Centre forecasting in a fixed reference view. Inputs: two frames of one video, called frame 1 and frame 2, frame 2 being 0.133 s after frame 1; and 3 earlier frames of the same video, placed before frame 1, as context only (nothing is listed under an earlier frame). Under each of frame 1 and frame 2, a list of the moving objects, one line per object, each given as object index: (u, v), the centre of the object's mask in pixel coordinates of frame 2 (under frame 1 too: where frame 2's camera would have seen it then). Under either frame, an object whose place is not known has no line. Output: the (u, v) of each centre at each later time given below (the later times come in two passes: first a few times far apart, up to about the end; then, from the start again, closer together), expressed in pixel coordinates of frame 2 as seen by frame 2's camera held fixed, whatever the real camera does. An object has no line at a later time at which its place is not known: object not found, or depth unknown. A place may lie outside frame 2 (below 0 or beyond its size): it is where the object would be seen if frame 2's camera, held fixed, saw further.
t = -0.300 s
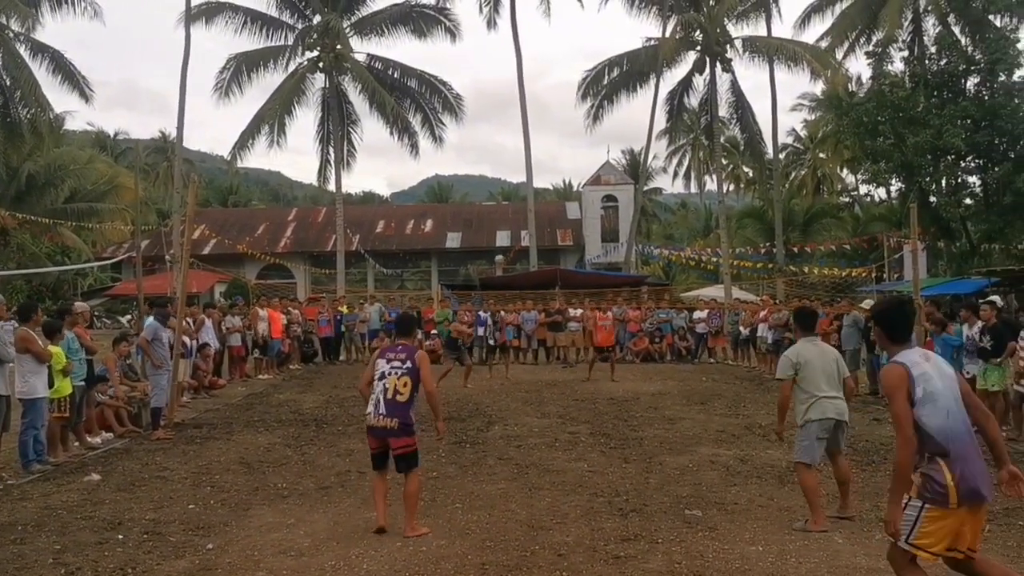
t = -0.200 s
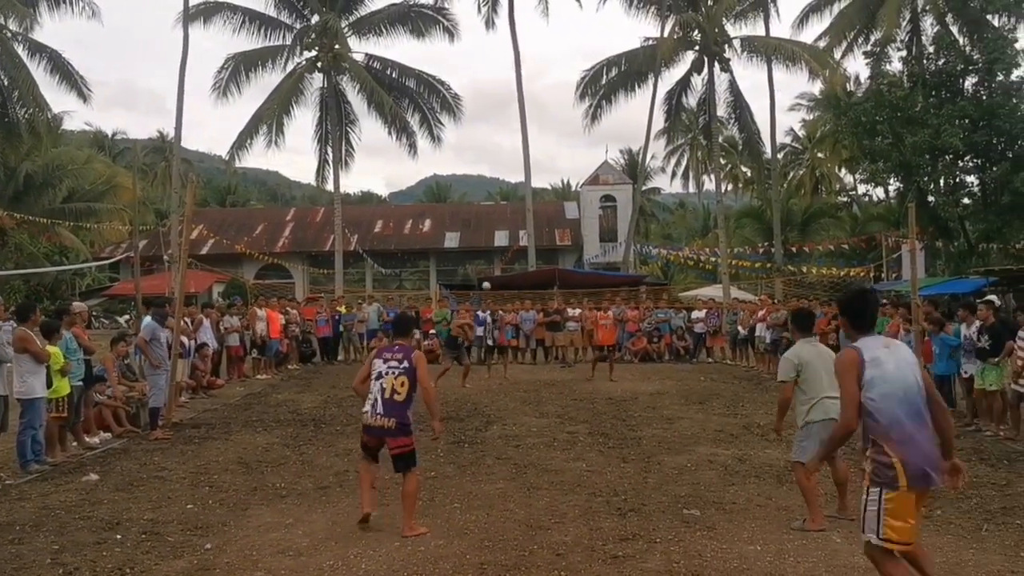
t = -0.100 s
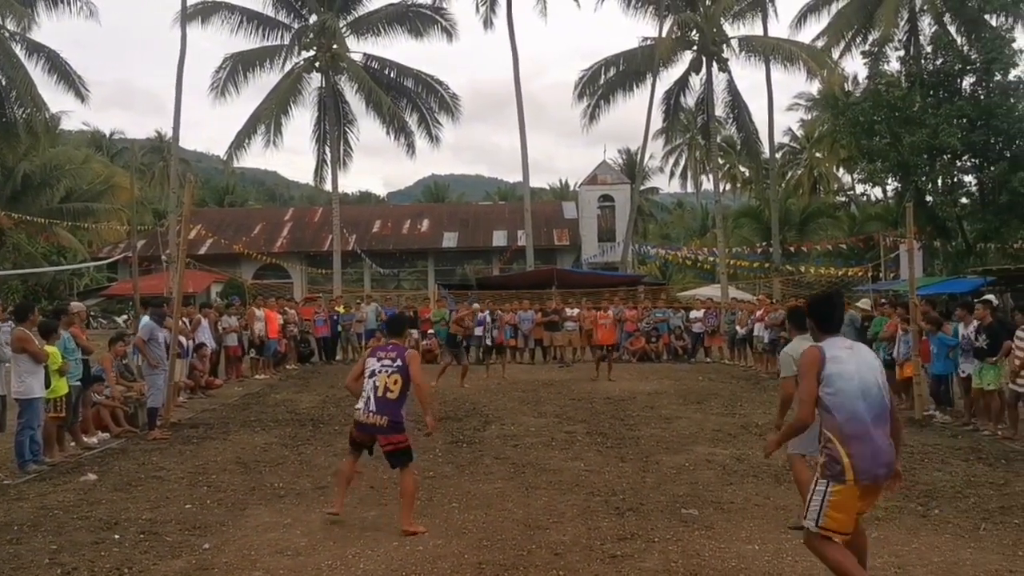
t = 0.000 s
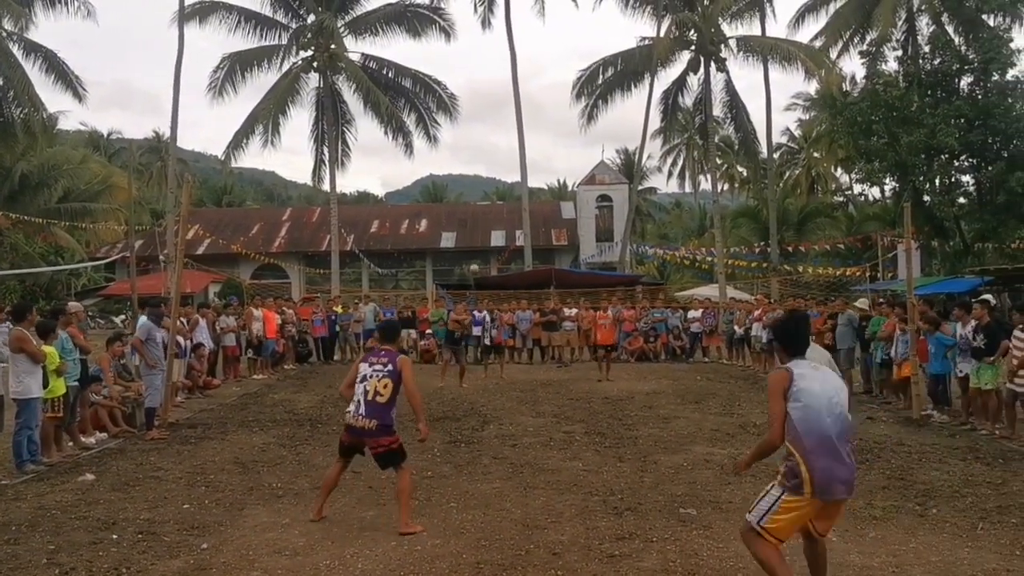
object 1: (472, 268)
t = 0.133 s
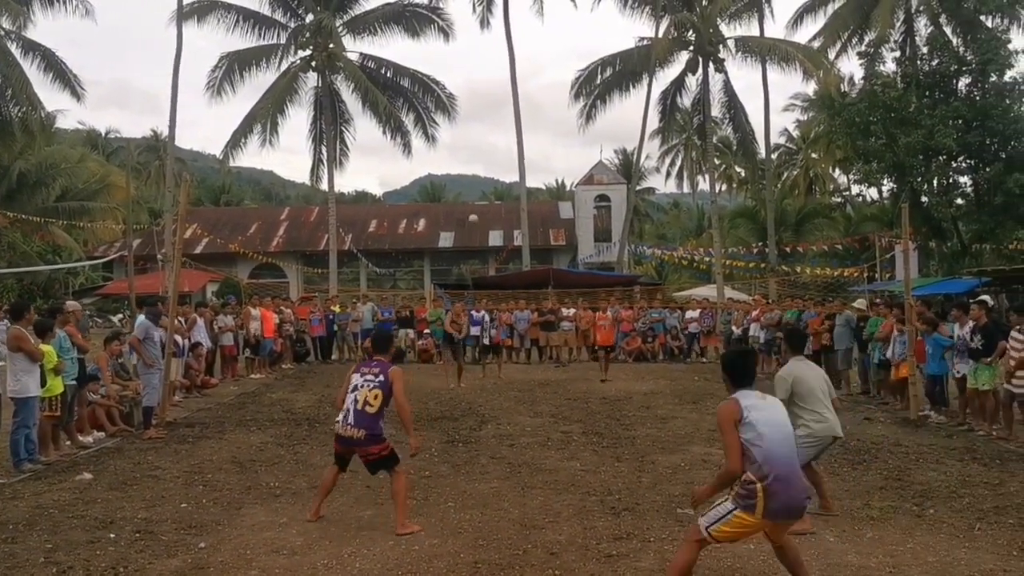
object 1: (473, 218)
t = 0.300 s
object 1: (476, 165)
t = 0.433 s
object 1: (480, 128)
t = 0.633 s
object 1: (492, 88)
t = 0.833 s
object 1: (509, 75)
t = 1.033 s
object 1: (537, 111)
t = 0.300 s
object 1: (476, 165)
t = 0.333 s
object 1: (476, 155)
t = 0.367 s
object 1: (477, 146)
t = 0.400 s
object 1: (479, 137)
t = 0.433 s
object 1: (480, 128)
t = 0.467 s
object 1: (482, 120)
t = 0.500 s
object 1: (483, 113)
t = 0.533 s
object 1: (485, 106)
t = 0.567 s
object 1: (487, 99)
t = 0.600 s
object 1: (490, 93)
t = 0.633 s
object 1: (492, 88)
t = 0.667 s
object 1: (495, 83)
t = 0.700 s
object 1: (497, 80)
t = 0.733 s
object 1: (500, 77)
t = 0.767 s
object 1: (503, 75)
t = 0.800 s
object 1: (506, 75)
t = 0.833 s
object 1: (509, 75)
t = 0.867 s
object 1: (513, 77)
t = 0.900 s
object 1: (516, 80)
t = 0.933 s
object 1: (522, 85)
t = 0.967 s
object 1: (526, 92)
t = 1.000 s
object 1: (531, 100)
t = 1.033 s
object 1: (537, 111)
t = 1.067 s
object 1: (543, 124)
